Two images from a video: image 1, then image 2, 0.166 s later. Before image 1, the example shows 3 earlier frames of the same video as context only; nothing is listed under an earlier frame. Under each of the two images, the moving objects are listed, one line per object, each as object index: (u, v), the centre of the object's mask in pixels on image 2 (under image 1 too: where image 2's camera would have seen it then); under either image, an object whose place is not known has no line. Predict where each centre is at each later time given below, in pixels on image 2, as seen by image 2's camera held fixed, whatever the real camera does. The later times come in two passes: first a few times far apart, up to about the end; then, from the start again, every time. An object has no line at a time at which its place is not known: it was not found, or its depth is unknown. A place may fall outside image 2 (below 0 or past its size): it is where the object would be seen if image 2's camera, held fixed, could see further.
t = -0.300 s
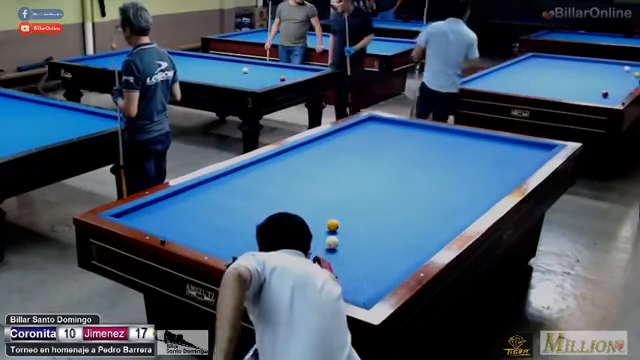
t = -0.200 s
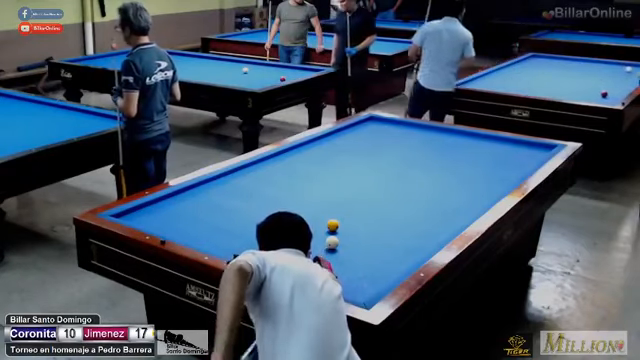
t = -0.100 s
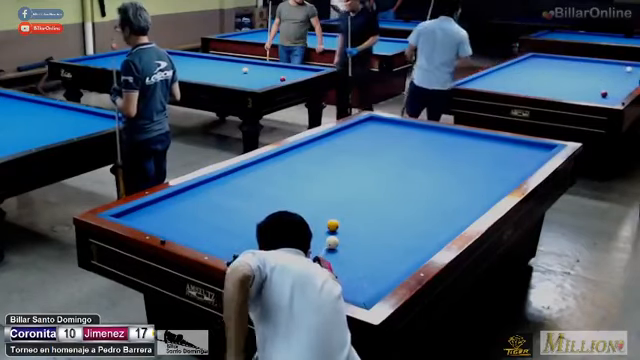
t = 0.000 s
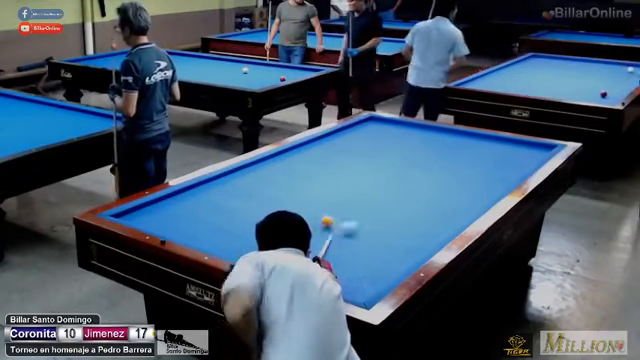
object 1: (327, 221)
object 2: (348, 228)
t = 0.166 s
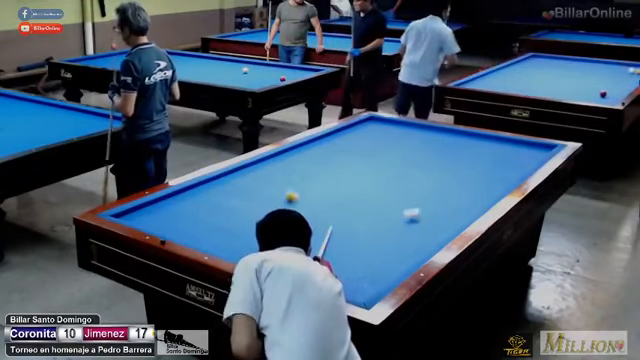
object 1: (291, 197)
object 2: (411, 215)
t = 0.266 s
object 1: (275, 185)
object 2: (443, 207)
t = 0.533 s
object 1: (259, 166)
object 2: (487, 188)
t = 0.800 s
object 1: (311, 168)
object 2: (496, 166)
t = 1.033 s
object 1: (351, 168)
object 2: (502, 150)
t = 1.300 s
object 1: (396, 169)
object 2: (492, 140)
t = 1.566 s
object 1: (441, 169)
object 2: (449, 143)
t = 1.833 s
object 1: (485, 170)
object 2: (409, 146)
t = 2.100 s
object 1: (518, 169)
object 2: (368, 148)
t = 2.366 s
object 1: (504, 162)
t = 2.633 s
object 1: (493, 156)
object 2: (287, 152)
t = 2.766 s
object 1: (487, 154)
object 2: (281, 156)
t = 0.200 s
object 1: (285, 192)
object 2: (424, 211)
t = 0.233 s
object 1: (280, 188)
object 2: (433, 209)
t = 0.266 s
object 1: (275, 185)
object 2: (443, 207)
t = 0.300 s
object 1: (270, 182)
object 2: (453, 205)
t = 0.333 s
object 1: (265, 179)
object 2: (461, 204)
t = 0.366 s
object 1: (261, 175)
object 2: (470, 202)
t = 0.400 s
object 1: (257, 173)
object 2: (478, 200)
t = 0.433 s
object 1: (253, 170)
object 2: (484, 198)
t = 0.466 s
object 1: (248, 166)
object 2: (486, 194)
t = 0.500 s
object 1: (251, 166)
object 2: (486, 191)
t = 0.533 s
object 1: (259, 166)
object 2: (487, 188)
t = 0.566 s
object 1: (266, 166)
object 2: (488, 185)
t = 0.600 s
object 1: (273, 167)
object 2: (489, 182)
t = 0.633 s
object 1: (280, 167)
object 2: (490, 179)
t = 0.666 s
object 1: (286, 168)
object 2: (491, 176)
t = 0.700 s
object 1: (294, 168)
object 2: (492, 174)
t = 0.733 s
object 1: (299, 168)
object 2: (493, 171)
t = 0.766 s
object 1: (305, 168)
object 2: (494, 168)
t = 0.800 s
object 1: (311, 168)
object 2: (496, 166)
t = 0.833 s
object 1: (316, 168)
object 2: (497, 163)
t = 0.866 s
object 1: (323, 168)
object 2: (498, 161)
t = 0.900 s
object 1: (329, 168)
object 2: (498, 159)
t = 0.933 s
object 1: (334, 168)
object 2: (500, 156)
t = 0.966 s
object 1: (340, 169)
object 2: (501, 154)
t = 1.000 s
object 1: (345, 168)
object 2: (501, 152)
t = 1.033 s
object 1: (351, 168)
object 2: (502, 150)
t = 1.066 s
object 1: (357, 169)
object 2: (503, 148)
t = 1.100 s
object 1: (363, 169)
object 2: (504, 145)
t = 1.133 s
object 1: (368, 169)
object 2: (505, 144)
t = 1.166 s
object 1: (374, 169)
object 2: (506, 141)
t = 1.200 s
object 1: (379, 169)
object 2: (506, 140)
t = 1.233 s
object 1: (385, 169)
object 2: (504, 139)
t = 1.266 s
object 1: (391, 169)
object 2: (498, 140)
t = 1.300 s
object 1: (396, 169)
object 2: (492, 140)
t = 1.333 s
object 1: (402, 169)
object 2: (486, 141)
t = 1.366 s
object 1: (407, 169)
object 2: (480, 141)
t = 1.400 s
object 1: (413, 169)
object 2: (475, 142)
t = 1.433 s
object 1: (419, 169)
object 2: (469, 142)
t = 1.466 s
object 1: (424, 169)
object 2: (464, 142)
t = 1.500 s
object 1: (430, 169)
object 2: (459, 143)
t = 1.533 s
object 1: (435, 169)
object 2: (454, 143)
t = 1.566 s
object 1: (441, 169)
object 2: (449, 143)
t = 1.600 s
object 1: (447, 169)
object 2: (444, 144)
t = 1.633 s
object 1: (452, 169)
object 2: (439, 144)
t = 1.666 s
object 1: (458, 169)
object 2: (434, 144)
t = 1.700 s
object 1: (463, 170)
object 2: (429, 145)
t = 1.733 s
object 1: (469, 169)
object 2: (424, 145)
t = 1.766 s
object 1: (474, 170)
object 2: (419, 145)
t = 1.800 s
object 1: (480, 170)
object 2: (414, 145)
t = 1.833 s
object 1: (485, 170)
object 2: (409, 146)
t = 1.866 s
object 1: (491, 170)
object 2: (404, 146)
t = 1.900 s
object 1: (496, 170)
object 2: (398, 146)
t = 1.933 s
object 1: (502, 170)
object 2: (393, 147)
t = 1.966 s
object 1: (507, 170)
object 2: (389, 147)
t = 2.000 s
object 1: (512, 170)
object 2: (384, 147)
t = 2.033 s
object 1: (518, 170)
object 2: (378, 147)
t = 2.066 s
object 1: (521, 170)
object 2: (374, 148)
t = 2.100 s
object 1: (518, 169)
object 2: (368, 148)
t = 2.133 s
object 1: (516, 168)
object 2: (365, 148)
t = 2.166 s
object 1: (514, 167)
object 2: (362, 149)
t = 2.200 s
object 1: (512, 166)
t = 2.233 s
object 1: (511, 165)
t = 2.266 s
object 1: (509, 165)
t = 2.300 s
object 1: (507, 164)
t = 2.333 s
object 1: (506, 163)
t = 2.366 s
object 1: (504, 162)
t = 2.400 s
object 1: (503, 161)
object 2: (321, 150)
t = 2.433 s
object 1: (502, 161)
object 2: (319, 150)
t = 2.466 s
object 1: (500, 160)
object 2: (313, 151)
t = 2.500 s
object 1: (499, 159)
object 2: (307, 151)
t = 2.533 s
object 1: (497, 159)
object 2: (303, 151)
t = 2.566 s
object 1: (496, 158)
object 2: (297, 152)
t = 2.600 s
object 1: (494, 157)
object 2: (292, 152)
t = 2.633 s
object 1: (493, 156)
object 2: (287, 152)
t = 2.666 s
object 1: (492, 156)
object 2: (283, 152)
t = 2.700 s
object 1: (490, 155)
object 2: (281, 154)
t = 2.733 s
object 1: (489, 154)
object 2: (281, 155)
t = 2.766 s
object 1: (487, 154)
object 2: (281, 156)
